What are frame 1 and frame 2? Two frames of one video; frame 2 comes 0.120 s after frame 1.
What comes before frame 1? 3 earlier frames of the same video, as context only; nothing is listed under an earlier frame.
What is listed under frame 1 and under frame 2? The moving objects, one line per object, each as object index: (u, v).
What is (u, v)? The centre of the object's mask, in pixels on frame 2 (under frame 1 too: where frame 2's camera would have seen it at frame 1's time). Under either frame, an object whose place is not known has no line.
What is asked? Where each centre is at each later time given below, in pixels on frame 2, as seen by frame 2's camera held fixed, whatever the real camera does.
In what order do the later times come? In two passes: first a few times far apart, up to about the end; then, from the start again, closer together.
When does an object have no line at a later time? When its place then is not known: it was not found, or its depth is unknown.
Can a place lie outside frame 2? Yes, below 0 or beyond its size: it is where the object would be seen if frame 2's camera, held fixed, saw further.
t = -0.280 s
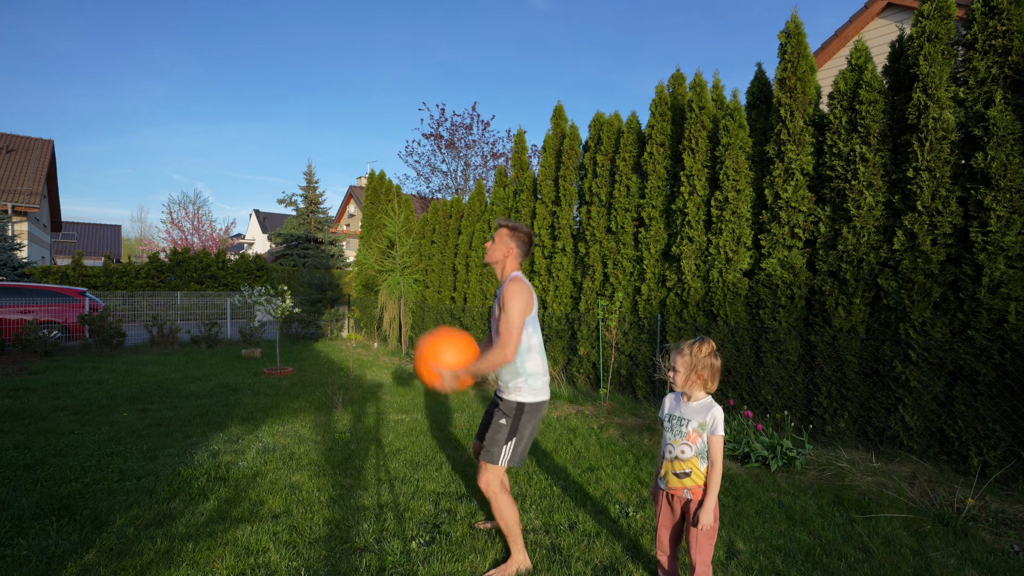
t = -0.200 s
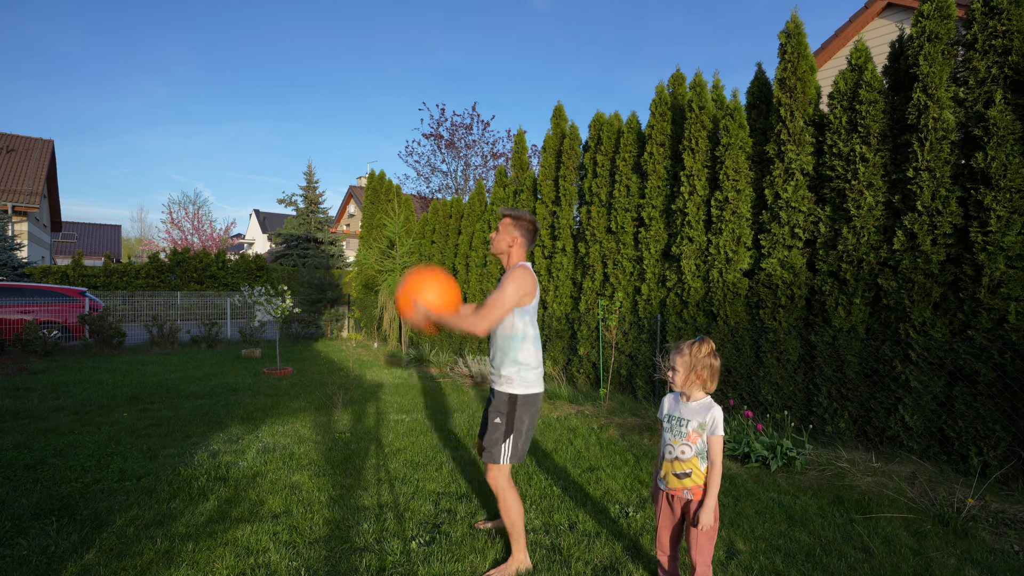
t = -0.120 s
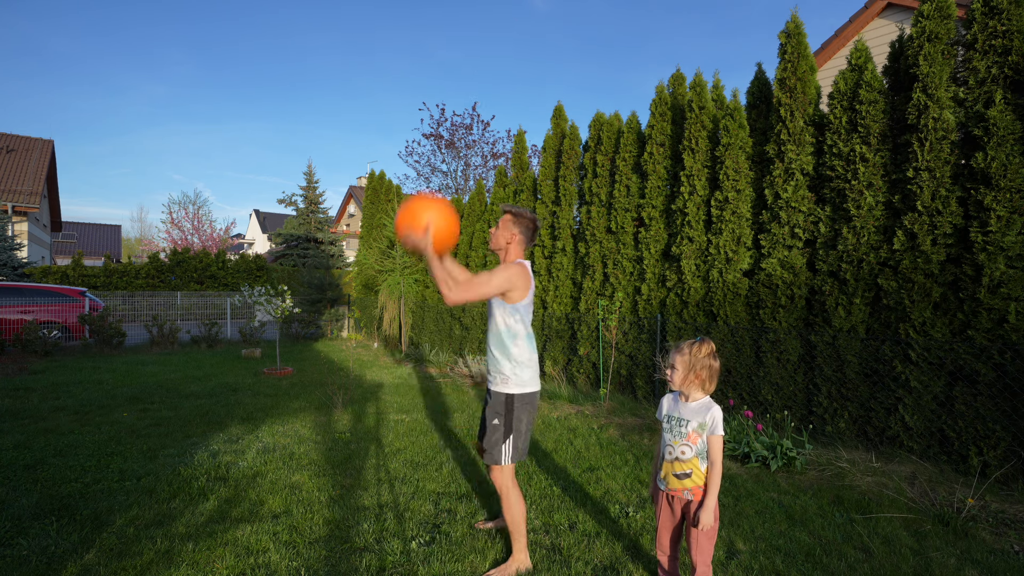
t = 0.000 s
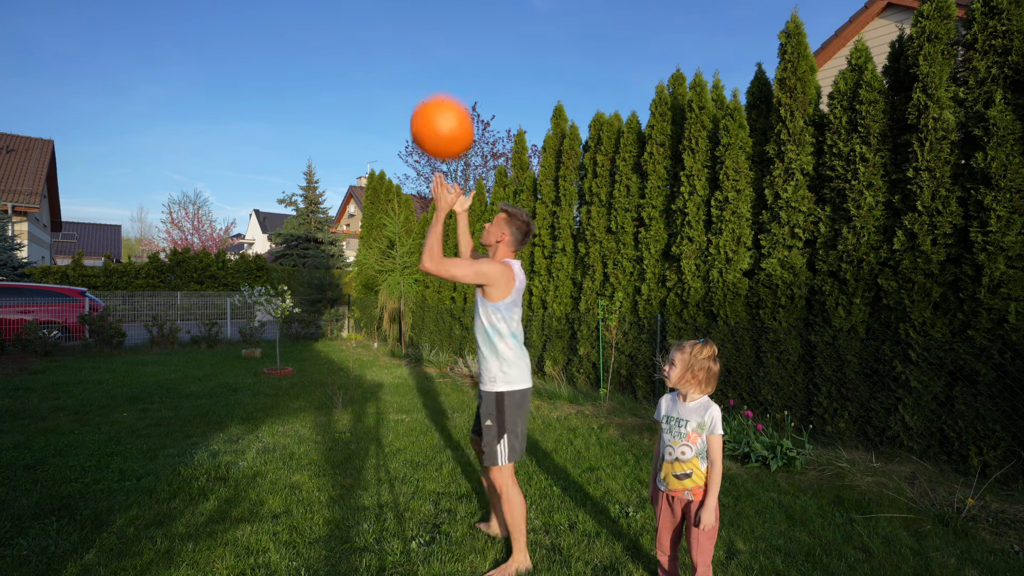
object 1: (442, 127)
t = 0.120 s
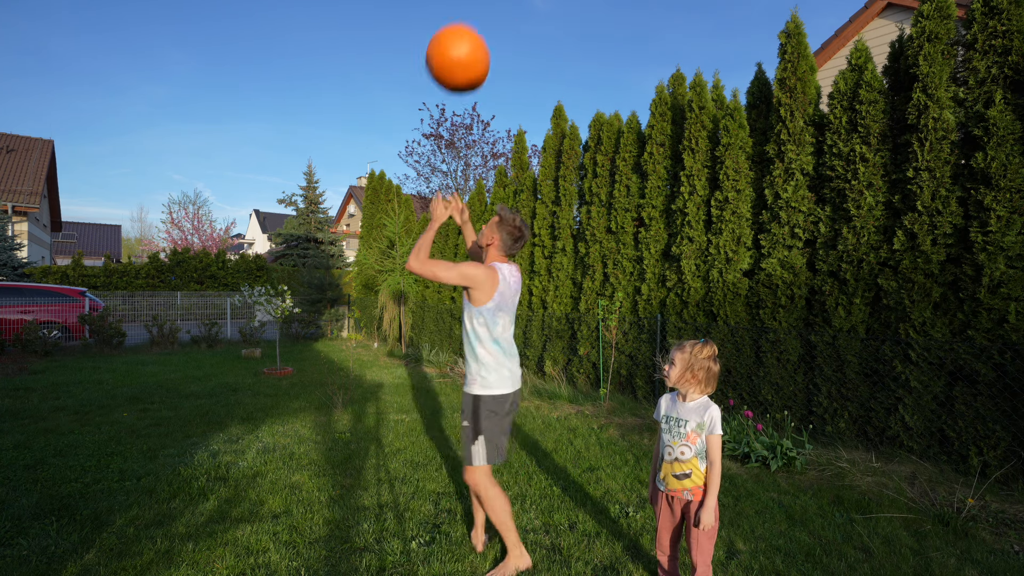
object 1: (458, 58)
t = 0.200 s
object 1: (469, 29)
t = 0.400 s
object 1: (496, 14)
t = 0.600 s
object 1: (522, 42)
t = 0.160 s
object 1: (464, 41)
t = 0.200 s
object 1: (469, 29)
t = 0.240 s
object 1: (475, 22)
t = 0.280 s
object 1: (480, 18)
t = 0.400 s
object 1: (496, 14)
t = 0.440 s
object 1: (501, 16)
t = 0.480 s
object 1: (506, 18)
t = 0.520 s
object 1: (511, 22)
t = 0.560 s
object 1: (517, 29)
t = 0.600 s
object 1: (522, 42)
